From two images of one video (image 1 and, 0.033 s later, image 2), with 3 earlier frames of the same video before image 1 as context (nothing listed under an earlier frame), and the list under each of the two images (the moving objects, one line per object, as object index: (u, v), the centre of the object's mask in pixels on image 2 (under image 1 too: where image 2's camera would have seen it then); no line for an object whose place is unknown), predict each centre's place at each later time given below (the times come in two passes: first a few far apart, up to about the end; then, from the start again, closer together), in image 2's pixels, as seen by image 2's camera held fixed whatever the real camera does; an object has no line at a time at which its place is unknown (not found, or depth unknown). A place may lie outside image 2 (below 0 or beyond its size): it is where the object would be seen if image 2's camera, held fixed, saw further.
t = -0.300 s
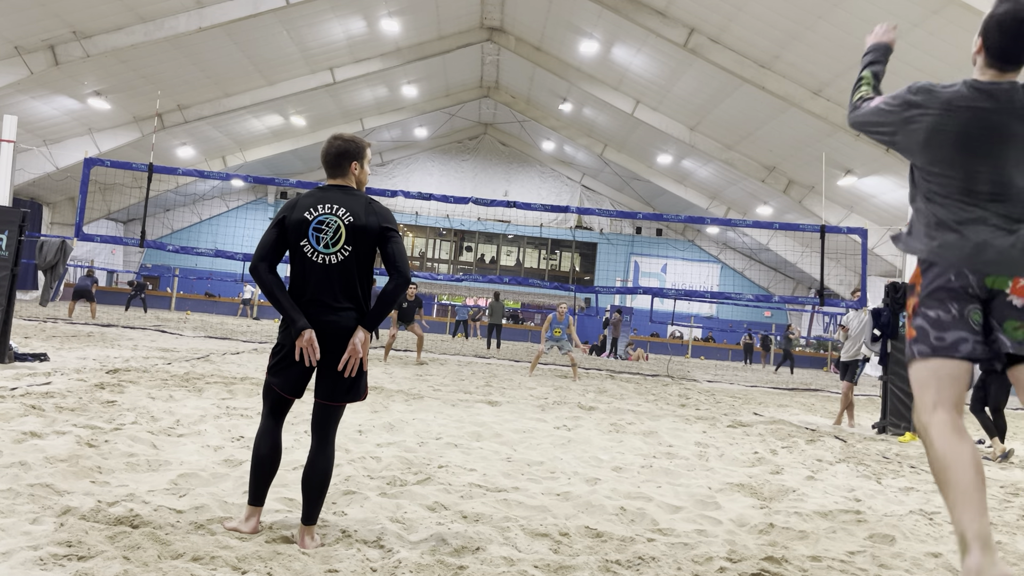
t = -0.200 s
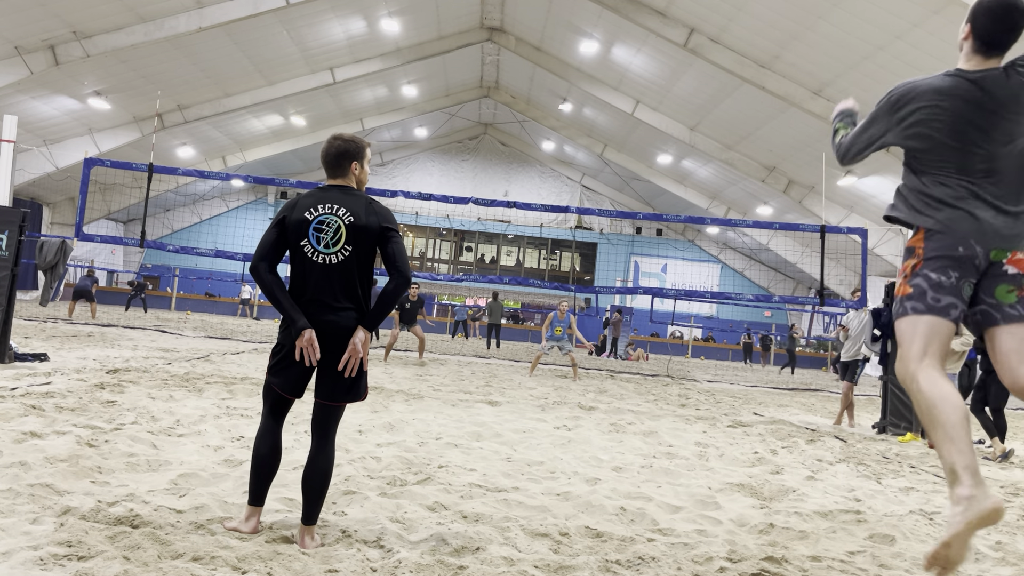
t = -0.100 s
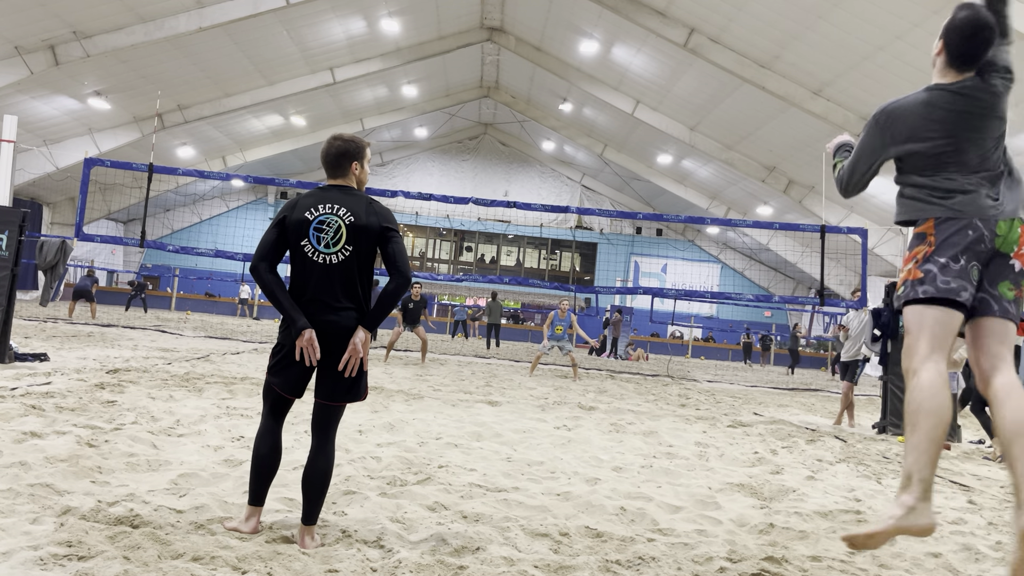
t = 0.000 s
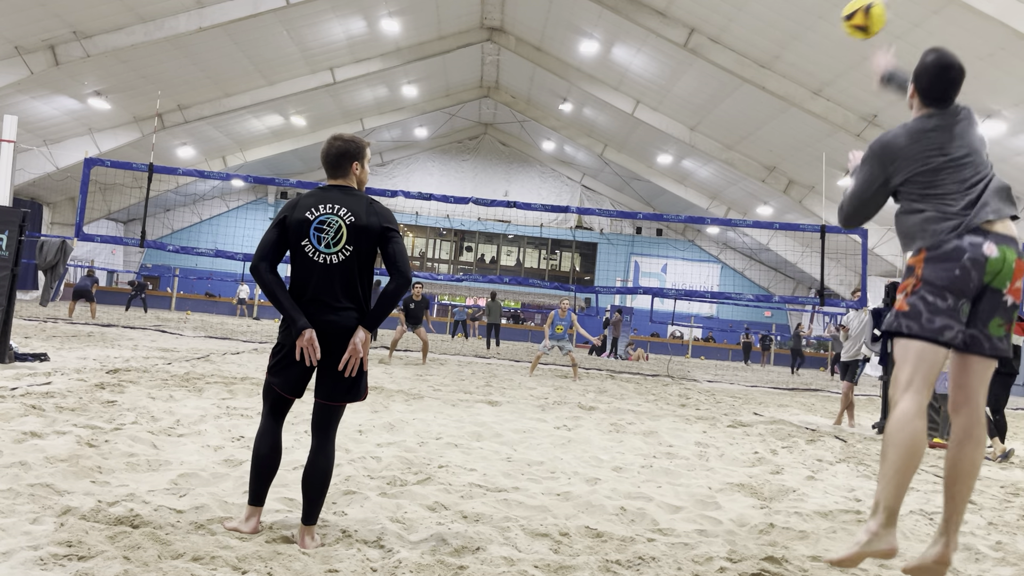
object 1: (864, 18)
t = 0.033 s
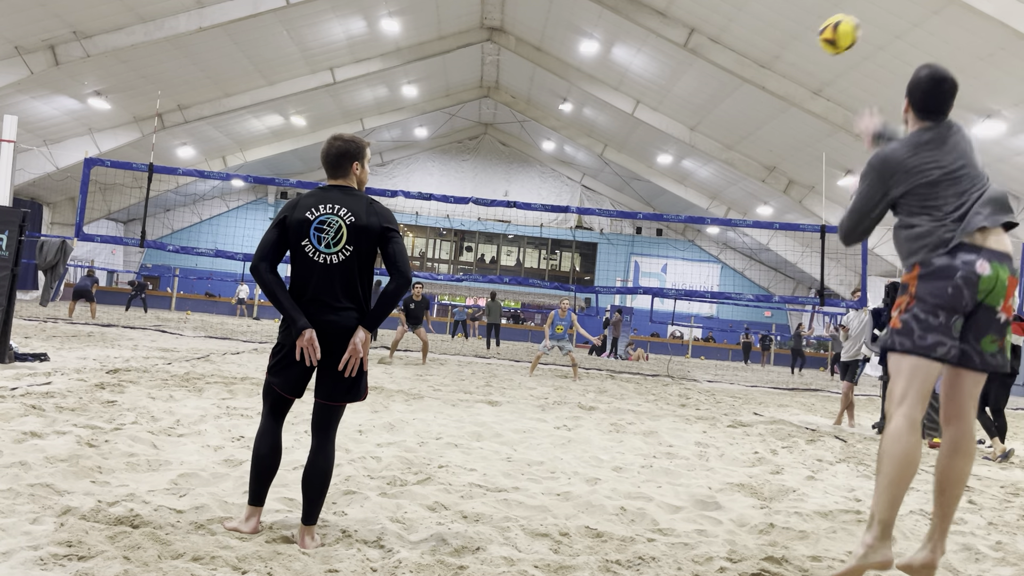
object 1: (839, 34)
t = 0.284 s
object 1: (738, 139)
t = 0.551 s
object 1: (689, 235)
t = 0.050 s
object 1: (828, 42)
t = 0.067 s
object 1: (818, 50)
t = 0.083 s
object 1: (809, 58)
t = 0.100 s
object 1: (800, 65)
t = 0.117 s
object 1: (793, 72)
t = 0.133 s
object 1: (786, 79)
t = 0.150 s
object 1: (779, 86)
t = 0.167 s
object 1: (773, 93)
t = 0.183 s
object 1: (767, 100)
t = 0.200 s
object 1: (761, 106)
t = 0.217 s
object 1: (756, 113)
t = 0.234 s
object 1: (751, 120)
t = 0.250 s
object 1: (746, 126)
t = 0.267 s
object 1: (742, 133)
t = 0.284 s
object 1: (738, 139)
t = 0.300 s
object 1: (734, 145)
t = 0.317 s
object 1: (730, 151)
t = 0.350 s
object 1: (723, 163)
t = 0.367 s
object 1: (720, 169)
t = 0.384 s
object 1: (716, 175)
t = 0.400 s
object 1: (713, 181)
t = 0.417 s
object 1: (710, 187)
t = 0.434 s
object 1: (707, 193)
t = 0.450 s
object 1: (704, 199)
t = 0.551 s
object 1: (689, 235)
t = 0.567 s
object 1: (687, 241)
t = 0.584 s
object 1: (684, 247)
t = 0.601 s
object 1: (682, 253)
